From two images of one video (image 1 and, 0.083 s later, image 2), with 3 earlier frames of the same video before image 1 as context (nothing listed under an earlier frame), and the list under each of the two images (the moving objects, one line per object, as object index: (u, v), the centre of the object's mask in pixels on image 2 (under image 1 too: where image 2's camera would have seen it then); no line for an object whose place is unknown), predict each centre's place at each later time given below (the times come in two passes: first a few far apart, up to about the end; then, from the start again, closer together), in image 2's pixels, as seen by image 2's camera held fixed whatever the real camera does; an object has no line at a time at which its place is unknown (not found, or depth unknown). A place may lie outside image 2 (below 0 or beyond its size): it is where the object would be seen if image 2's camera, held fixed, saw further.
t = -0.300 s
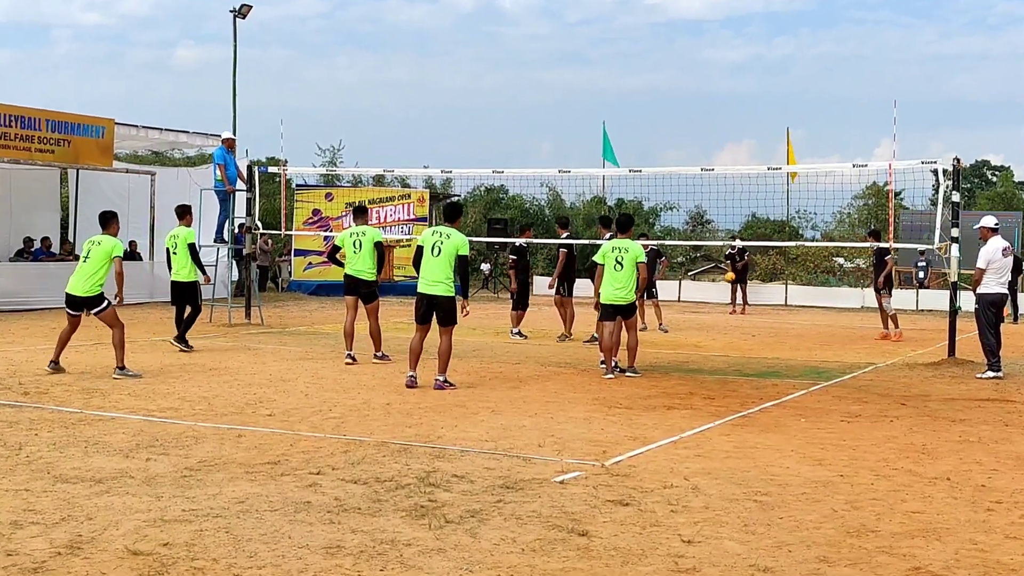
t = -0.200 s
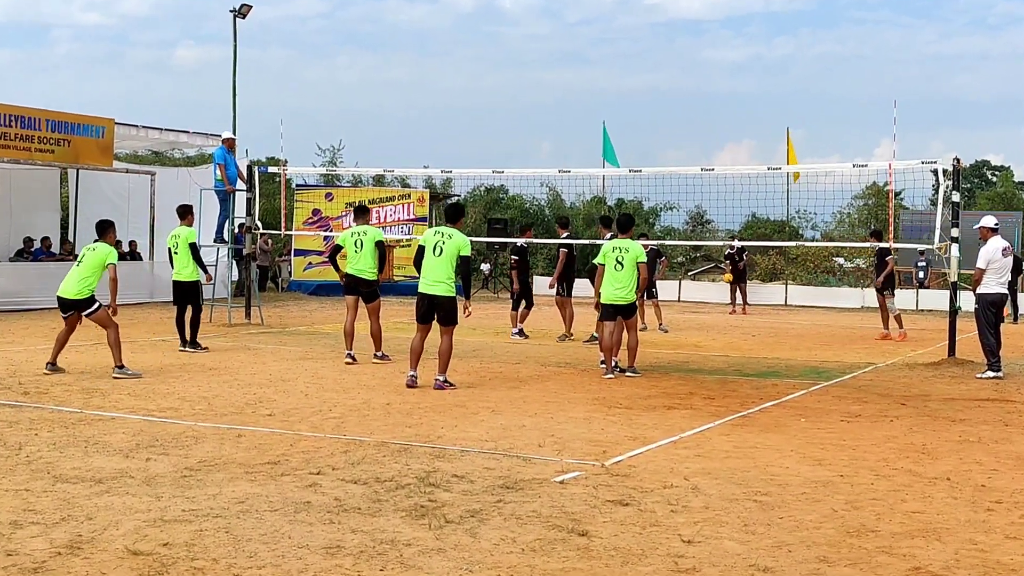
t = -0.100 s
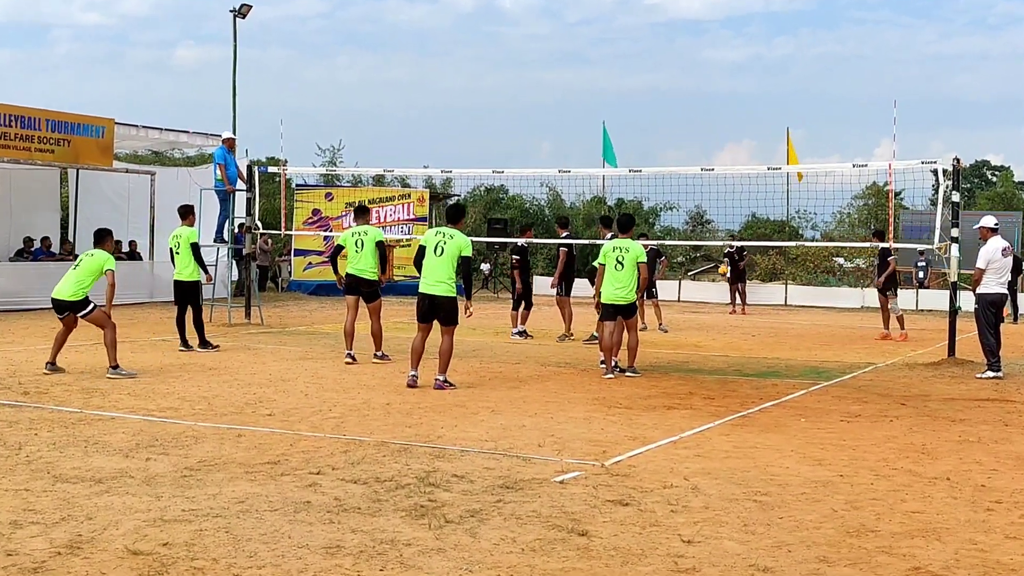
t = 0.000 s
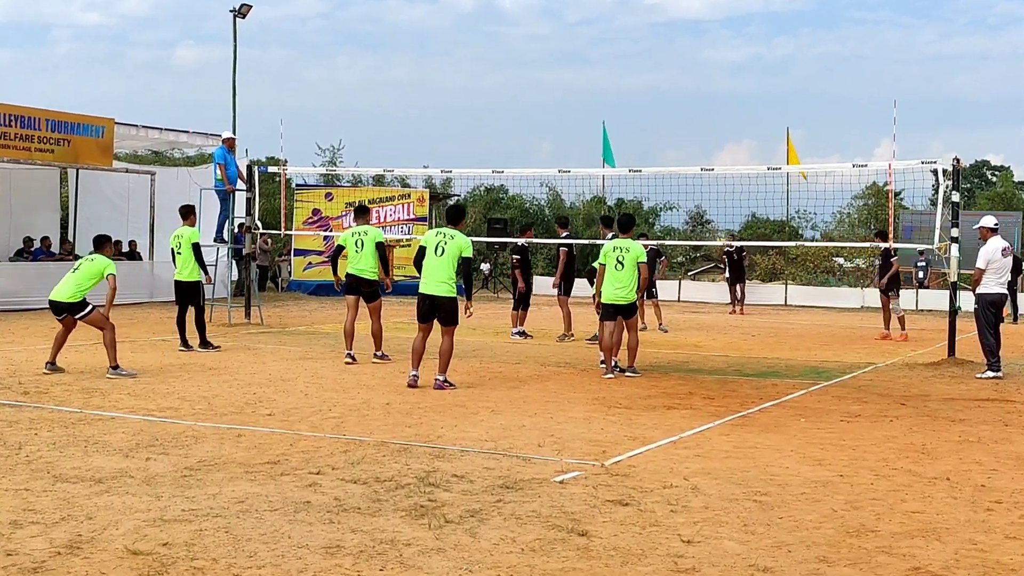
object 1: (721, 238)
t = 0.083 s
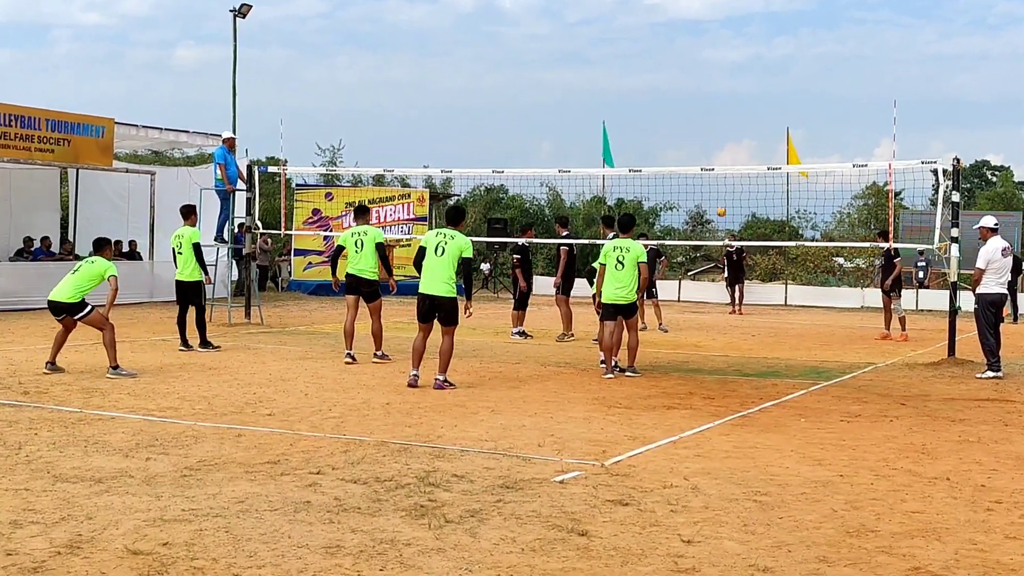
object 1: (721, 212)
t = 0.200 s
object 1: (721, 177)
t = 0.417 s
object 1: (723, 130)
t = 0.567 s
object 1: (724, 110)
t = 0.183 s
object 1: (722, 182)
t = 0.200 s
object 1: (721, 177)
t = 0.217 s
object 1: (722, 175)
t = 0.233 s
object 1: (722, 165)
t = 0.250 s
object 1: (722, 163)
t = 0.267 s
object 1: (722, 160)
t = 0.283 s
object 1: (722, 156)
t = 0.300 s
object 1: (722, 153)
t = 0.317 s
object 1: (722, 149)
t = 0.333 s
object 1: (723, 146)
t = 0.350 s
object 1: (723, 143)
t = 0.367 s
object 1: (723, 139)
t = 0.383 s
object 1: (723, 136)
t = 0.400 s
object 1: (723, 133)
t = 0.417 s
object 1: (723, 130)
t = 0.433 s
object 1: (723, 127)
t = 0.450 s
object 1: (723, 125)
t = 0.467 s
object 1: (723, 122)
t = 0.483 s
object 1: (723, 120)
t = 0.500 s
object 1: (723, 118)
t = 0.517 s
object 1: (723, 116)
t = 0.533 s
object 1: (723, 113)
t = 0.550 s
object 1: (724, 112)
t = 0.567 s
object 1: (724, 110)
